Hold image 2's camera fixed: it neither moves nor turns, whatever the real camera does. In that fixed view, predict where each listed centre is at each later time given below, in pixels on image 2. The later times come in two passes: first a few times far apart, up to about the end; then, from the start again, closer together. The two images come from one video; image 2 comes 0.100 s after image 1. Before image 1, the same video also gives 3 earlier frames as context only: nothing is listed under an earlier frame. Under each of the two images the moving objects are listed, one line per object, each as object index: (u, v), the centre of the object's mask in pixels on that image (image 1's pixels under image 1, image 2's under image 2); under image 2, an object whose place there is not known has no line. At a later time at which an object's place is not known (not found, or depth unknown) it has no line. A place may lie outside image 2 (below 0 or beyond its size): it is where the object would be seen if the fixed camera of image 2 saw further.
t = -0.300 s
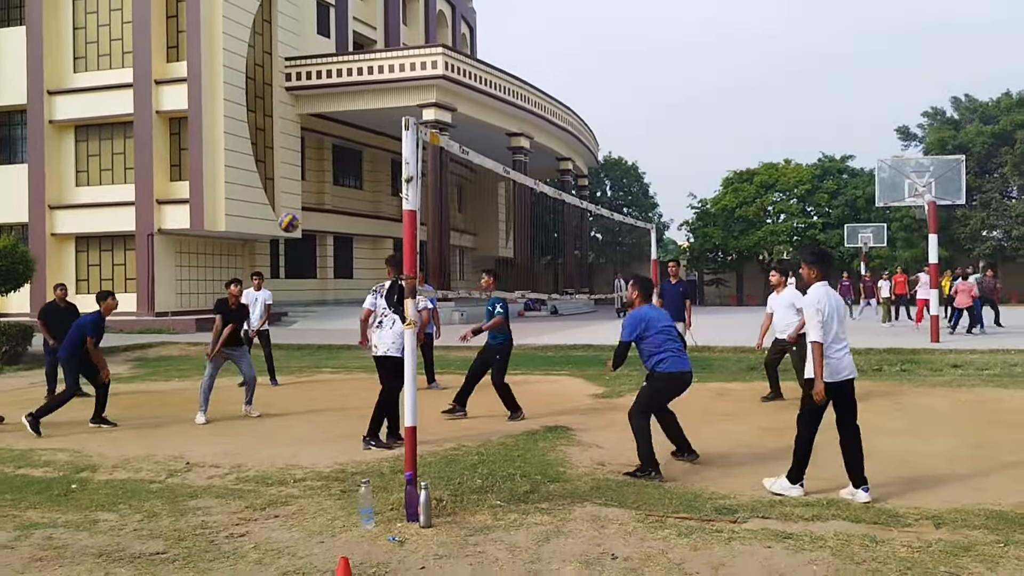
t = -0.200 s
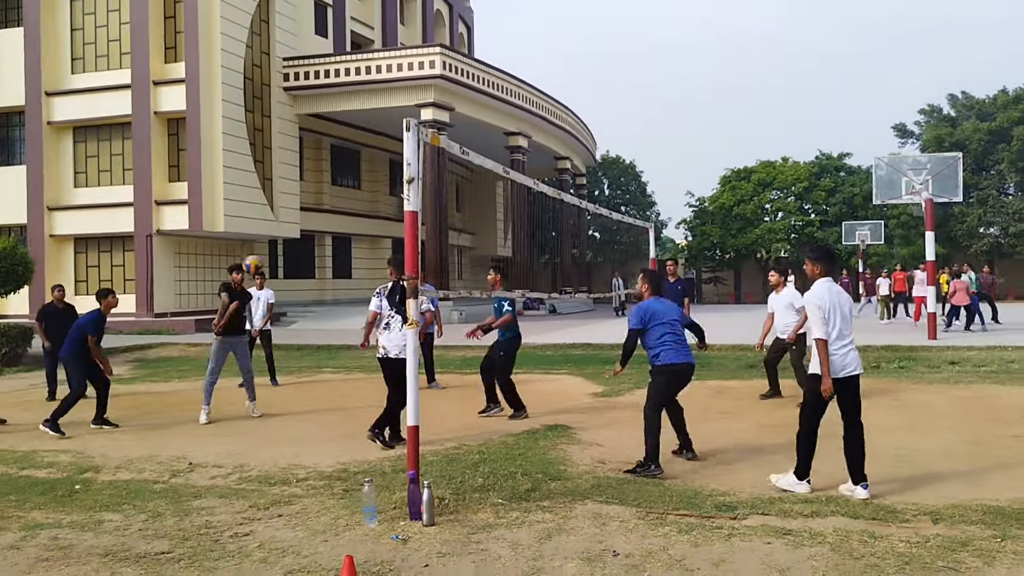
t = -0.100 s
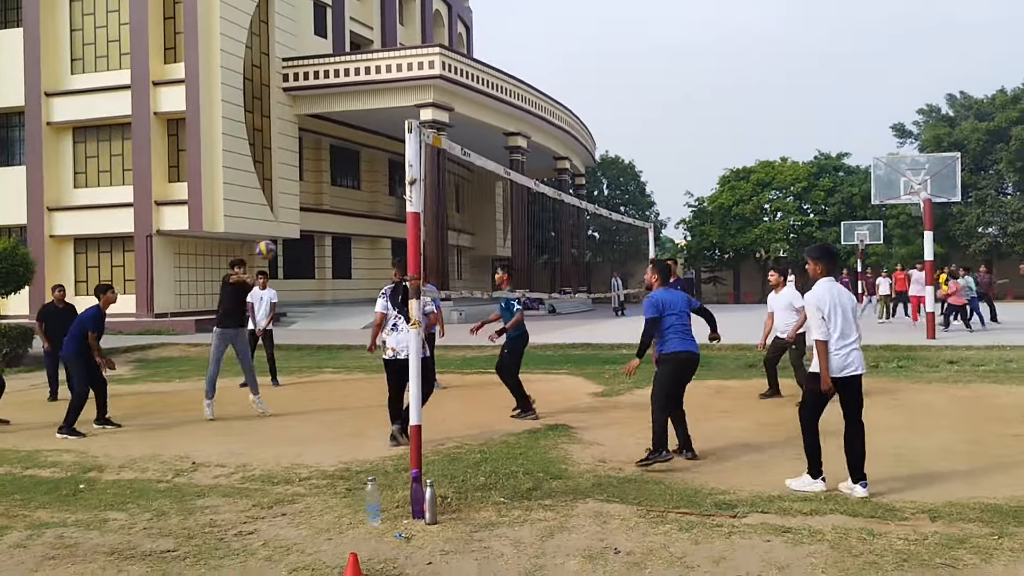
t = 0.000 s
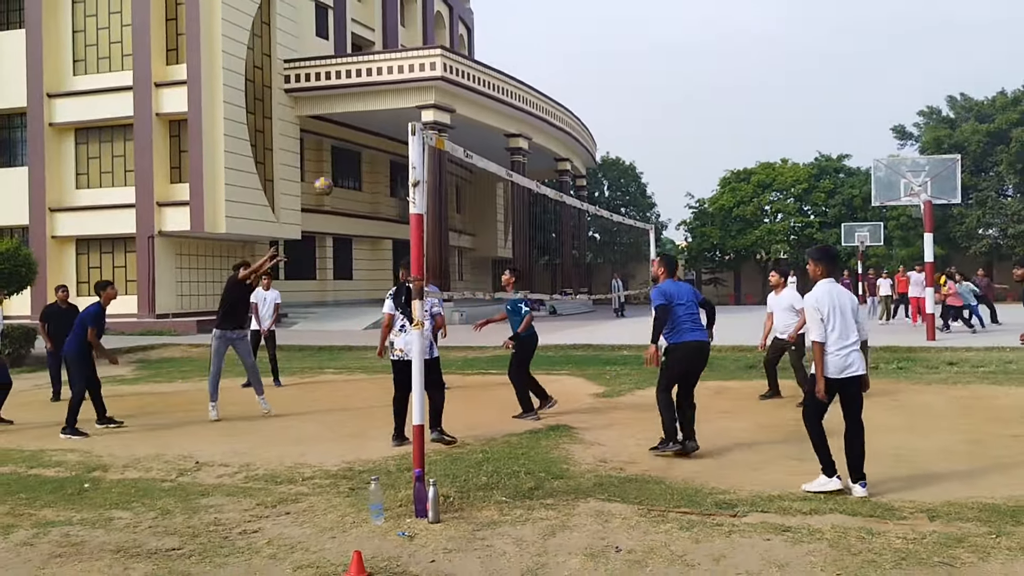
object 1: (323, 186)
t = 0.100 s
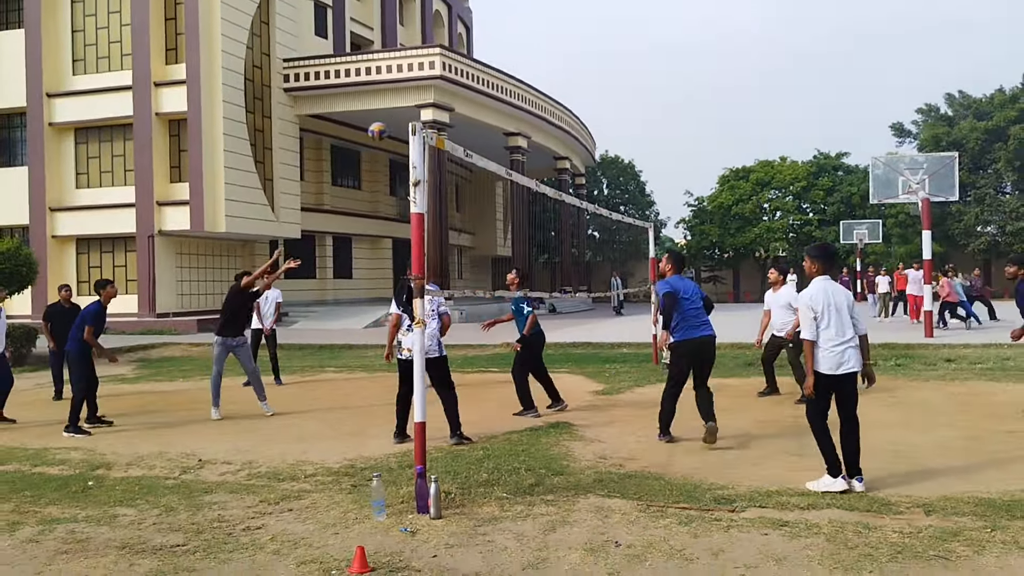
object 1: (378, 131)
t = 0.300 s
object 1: (484, 52)
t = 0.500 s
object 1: (588, 6)
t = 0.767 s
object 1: (729, 0)
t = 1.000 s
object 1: (848, 49)
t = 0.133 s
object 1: (395, 115)
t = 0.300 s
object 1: (484, 52)
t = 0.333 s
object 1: (502, 42)
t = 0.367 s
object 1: (519, 34)
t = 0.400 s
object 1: (537, 25)
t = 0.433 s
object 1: (554, 18)
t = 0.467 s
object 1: (572, 11)
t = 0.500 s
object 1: (588, 6)
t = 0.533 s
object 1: (607, 2)
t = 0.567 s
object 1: (624, 0)
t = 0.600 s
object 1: (643, -3)
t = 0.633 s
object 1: (660, -4)
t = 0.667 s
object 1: (678, -5)
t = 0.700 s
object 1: (696, -5)
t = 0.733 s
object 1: (712, -3)
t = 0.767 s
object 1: (729, 0)
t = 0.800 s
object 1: (746, 4)
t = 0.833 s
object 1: (763, 10)
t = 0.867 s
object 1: (780, 16)
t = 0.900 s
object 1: (797, 22)
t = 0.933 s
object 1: (814, 31)
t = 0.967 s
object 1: (831, 39)
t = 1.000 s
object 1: (848, 49)
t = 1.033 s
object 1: (863, 62)
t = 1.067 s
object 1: (880, 73)
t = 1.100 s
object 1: (897, 86)
